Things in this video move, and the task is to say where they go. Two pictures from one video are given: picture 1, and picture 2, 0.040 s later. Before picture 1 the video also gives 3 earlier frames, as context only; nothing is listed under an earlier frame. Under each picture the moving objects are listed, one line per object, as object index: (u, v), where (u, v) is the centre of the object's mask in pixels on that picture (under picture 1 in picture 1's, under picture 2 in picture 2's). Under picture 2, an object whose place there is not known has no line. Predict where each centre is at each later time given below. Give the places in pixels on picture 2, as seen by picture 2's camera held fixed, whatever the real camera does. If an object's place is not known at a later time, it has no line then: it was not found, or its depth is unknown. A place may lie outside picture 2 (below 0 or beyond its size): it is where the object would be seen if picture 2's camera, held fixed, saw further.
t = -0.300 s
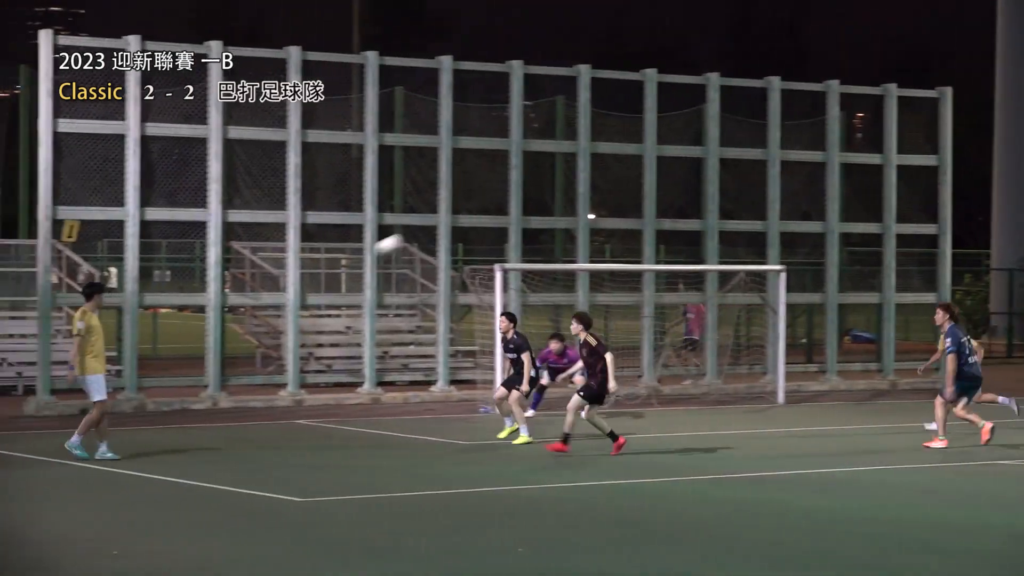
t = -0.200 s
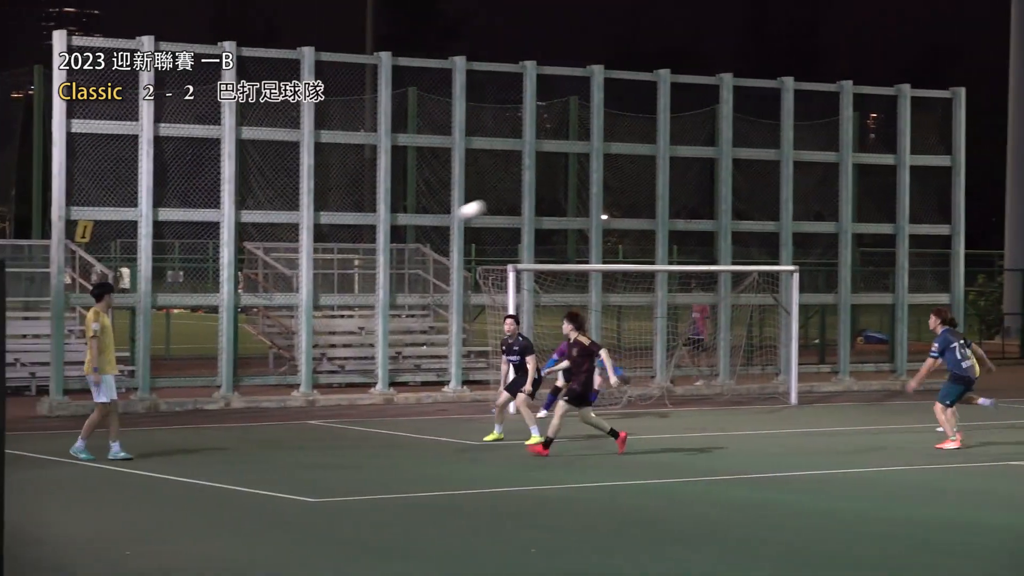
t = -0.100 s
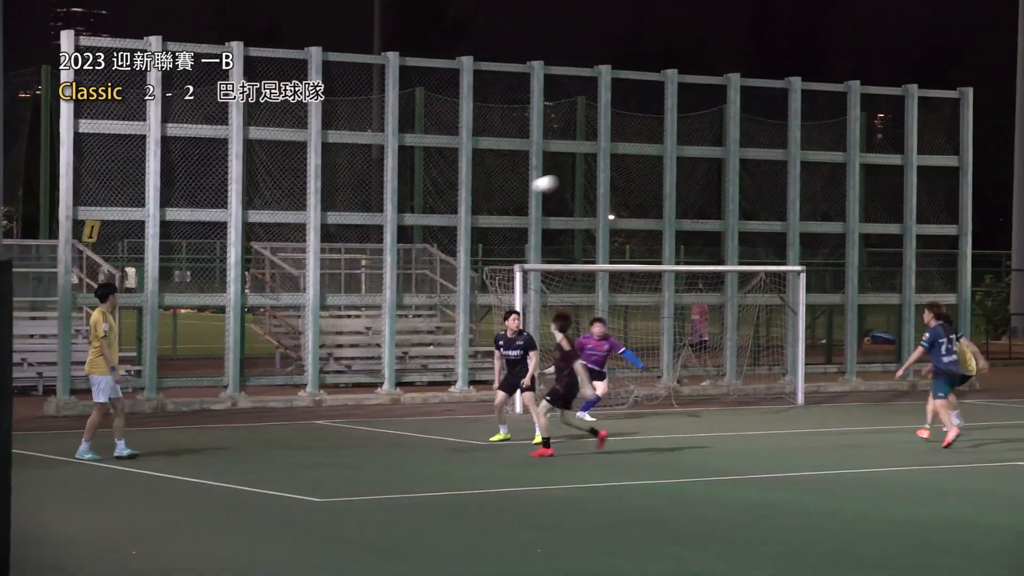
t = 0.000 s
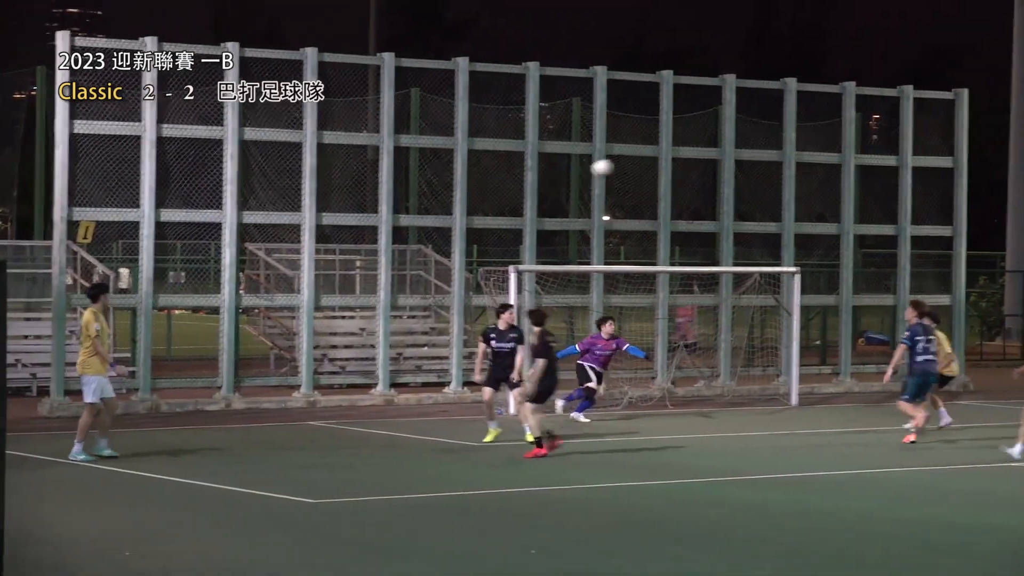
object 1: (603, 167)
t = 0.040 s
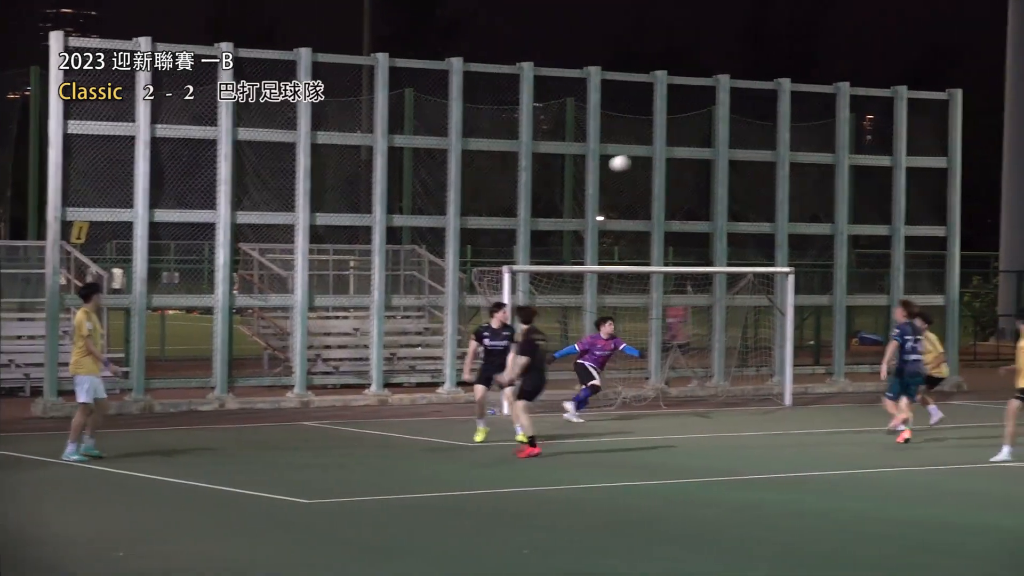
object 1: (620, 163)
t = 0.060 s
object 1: (631, 162)
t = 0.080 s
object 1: (643, 160)
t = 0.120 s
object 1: (666, 157)
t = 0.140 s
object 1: (677, 157)
